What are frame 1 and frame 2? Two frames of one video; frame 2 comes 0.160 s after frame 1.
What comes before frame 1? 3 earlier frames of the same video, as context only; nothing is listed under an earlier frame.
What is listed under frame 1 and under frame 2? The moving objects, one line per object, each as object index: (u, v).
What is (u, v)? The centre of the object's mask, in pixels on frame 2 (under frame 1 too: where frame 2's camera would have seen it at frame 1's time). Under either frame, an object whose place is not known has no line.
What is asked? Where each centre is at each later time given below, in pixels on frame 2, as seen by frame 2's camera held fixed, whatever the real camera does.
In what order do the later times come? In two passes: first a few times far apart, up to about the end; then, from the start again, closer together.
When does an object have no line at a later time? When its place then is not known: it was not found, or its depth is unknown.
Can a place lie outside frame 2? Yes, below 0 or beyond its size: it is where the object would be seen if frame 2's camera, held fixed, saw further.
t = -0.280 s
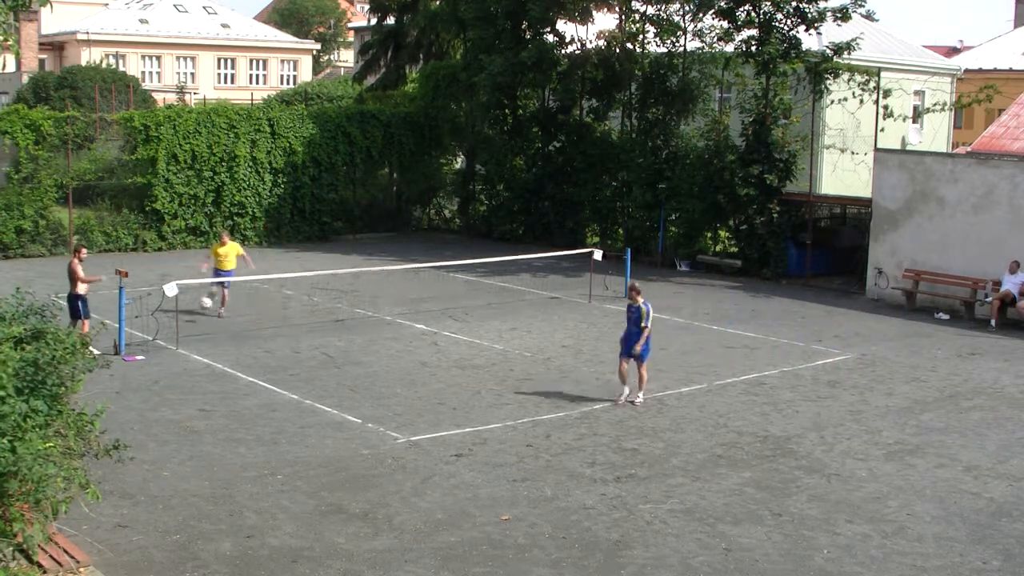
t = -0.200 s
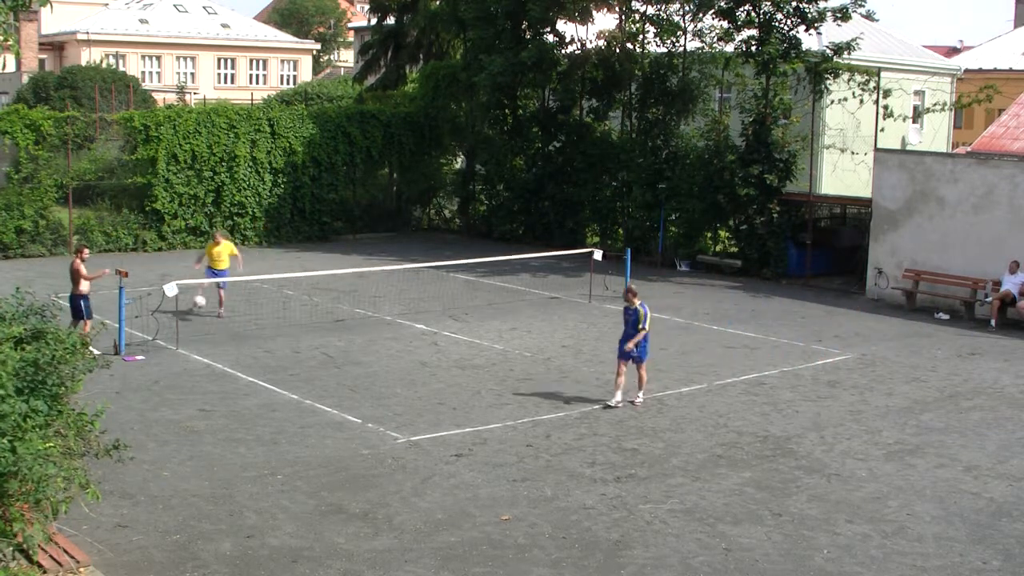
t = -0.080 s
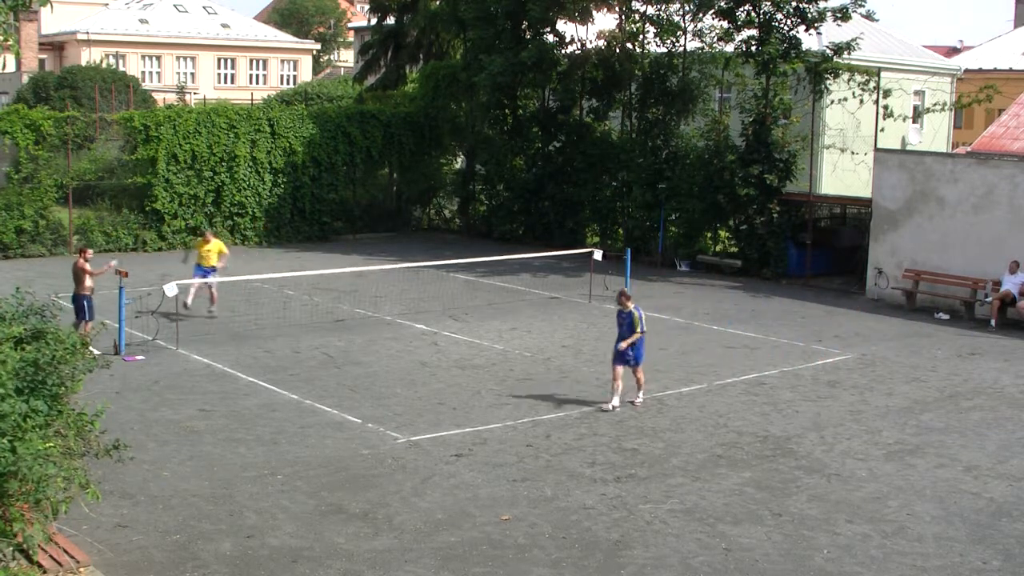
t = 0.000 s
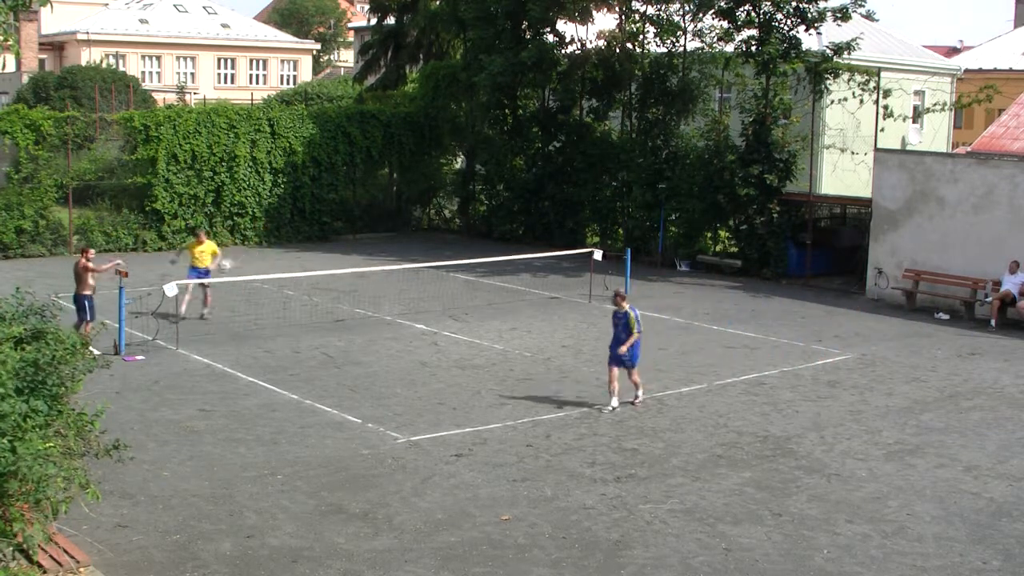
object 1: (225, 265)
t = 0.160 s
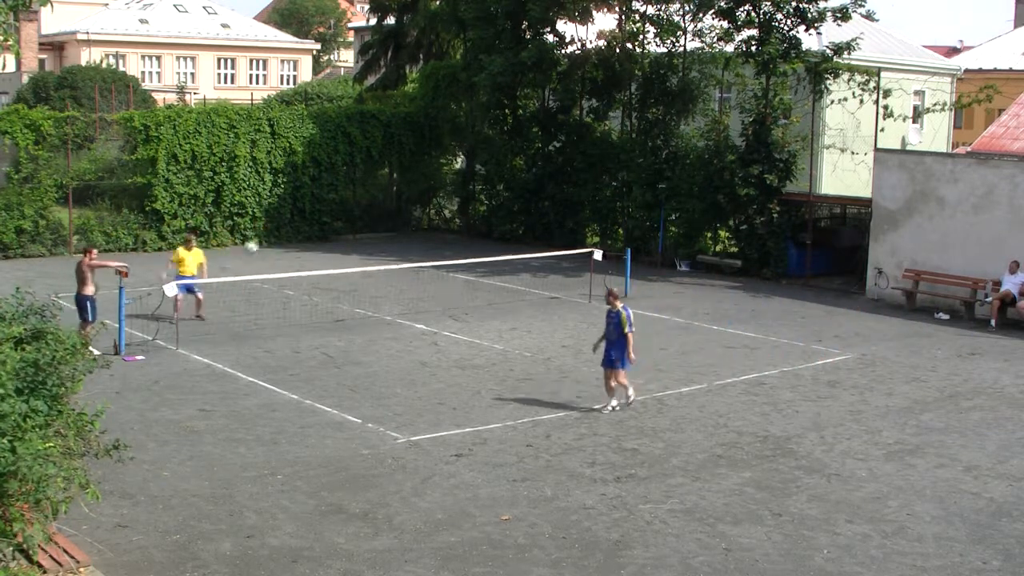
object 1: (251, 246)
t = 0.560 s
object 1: (318, 261)
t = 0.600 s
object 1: (325, 265)
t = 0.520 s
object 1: (312, 255)
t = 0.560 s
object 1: (318, 261)
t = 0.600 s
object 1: (325, 265)
